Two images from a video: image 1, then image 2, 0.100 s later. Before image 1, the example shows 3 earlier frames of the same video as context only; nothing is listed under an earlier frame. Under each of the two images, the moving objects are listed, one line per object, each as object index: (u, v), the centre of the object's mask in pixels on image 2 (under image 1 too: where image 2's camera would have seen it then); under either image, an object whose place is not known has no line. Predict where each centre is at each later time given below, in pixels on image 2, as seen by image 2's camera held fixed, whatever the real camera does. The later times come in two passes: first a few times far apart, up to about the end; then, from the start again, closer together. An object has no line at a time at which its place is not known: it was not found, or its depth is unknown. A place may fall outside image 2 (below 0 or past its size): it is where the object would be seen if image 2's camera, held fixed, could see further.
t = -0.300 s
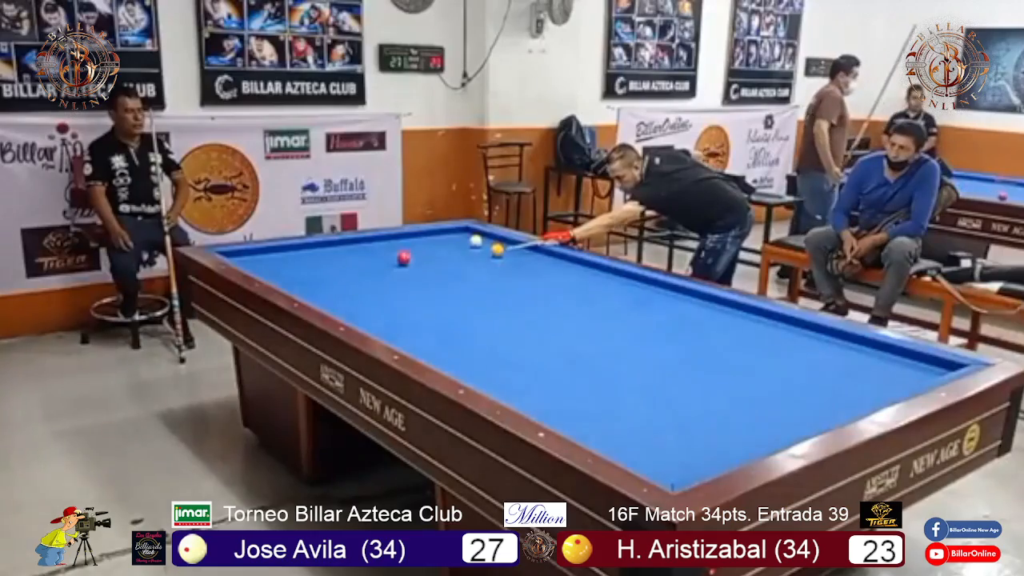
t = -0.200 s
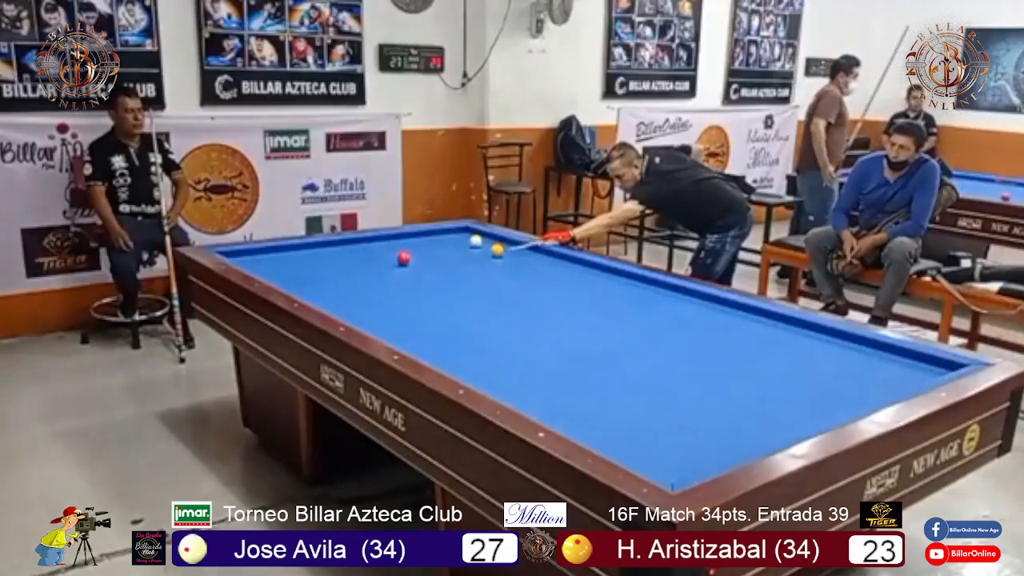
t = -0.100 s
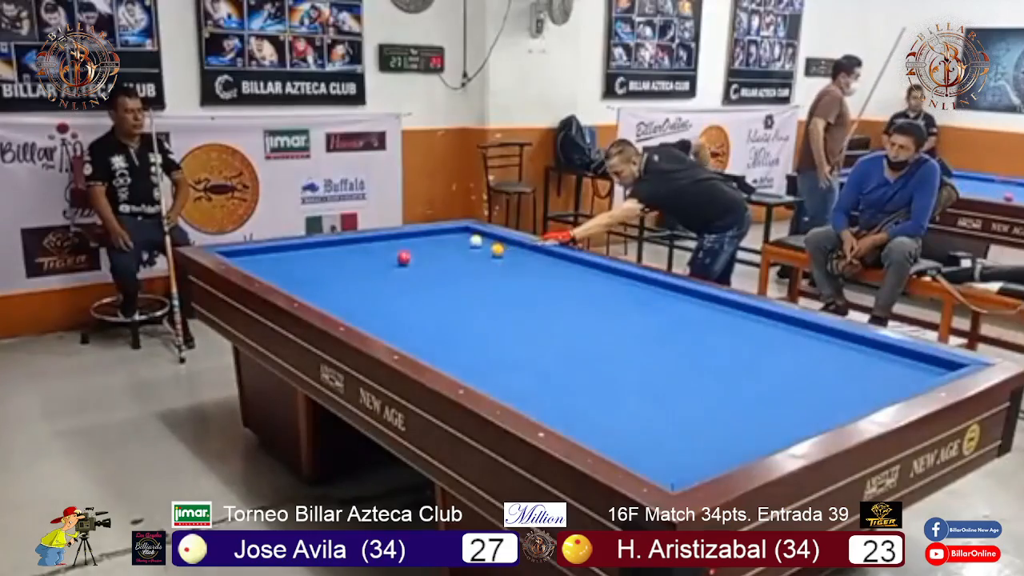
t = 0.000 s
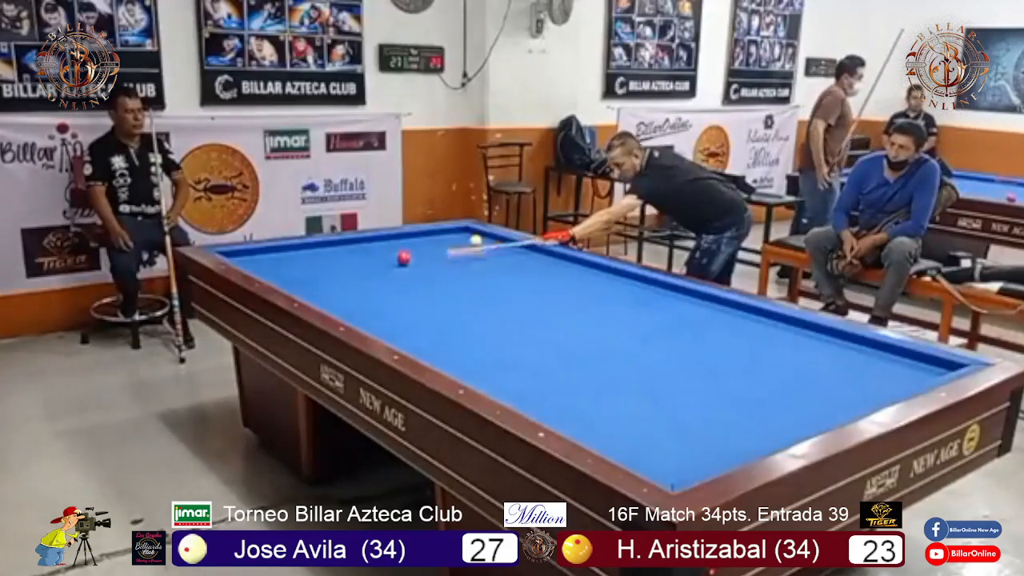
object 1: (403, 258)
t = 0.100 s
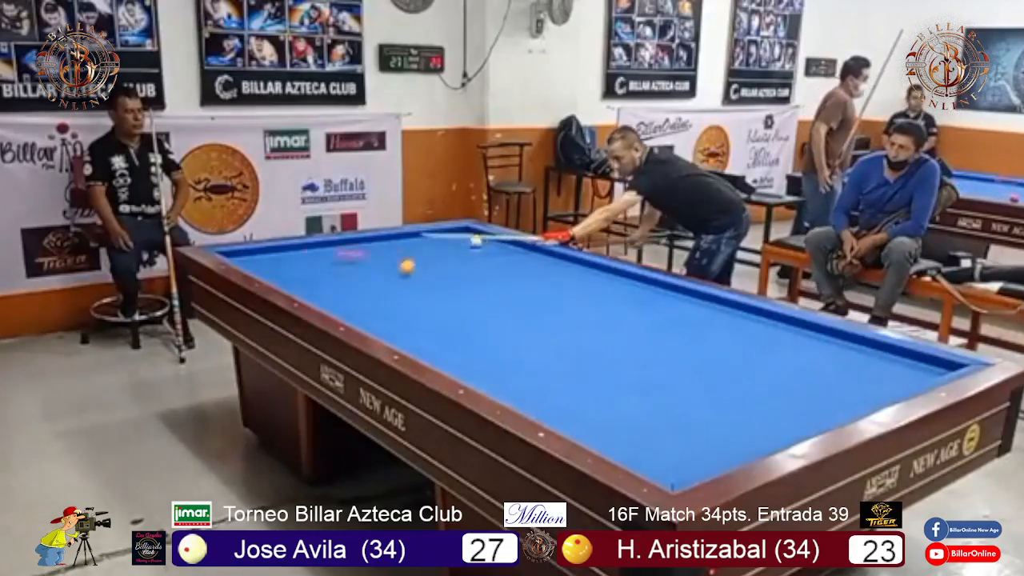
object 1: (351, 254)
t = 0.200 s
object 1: (259, 250)
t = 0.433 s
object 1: (318, 261)
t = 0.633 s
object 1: (403, 269)
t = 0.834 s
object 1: (485, 275)
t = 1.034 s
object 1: (570, 282)
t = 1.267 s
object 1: (672, 290)
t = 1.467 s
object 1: (707, 304)
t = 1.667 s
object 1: (727, 321)
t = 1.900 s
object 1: (755, 343)
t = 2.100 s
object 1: (783, 364)
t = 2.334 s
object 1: (822, 394)
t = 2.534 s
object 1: (822, 405)
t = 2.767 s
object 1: (776, 396)
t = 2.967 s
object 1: (740, 390)
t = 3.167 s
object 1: (705, 383)
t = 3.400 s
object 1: (673, 376)
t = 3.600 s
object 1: (642, 370)
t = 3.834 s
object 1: (608, 364)
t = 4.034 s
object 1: (581, 359)
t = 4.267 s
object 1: (551, 353)
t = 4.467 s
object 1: (526, 348)
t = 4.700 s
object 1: (499, 343)
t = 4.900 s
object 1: (477, 339)
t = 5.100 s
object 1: (456, 334)
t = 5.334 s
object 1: (433, 331)
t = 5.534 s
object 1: (414, 327)
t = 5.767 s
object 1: (393, 323)
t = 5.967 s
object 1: (378, 320)
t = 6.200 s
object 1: (359, 315)
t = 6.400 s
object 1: (345, 310)
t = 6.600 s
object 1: (342, 307)
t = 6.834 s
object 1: (338, 304)
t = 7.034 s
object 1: (336, 301)
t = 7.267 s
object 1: (333, 298)
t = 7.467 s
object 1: (331, 295)
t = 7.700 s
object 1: (329, 291)
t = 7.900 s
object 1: (327, 289)
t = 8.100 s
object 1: (326, 286)
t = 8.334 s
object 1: (323, 283)
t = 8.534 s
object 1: (323, 282)
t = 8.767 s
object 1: (321, 279)
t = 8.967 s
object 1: (320, 278)
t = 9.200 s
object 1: (318, 276)
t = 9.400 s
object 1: (317, 274)
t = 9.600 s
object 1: (316, 273)
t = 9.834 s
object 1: (315, 271)
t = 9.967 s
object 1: (314, 270)
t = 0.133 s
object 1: (320, 254)
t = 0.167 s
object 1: (290, 253)
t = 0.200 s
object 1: (259, 250)
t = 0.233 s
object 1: (233, 250)
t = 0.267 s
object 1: (232, 251)
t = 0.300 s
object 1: (251, 256)
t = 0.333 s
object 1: (269, 257)
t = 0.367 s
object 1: (285, 259)
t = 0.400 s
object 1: (302, 260)
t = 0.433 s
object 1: (318, 261)
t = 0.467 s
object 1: (333, 263)
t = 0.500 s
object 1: (347, 264)
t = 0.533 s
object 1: (362, 265)
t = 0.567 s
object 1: (376, 267)
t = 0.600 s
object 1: (389, 267)
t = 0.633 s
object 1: (403, 269)
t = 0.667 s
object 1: (416, 269)
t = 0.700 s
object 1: (429, 271)
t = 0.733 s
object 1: (443, 272)
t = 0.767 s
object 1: (457, 273)
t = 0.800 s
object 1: (471, 274)
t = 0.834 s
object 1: (485, 275)
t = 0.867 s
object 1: (498, 277)
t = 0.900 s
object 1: (513, 278)
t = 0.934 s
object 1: (527, 279)
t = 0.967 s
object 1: (542, 280)
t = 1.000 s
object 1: (557, 281)
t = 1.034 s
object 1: (570, 282)
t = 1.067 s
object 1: (584, 284)
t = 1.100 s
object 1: (599, 285)
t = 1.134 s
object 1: (614, 287)
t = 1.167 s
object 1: (628, 287)
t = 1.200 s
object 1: (642, 289)
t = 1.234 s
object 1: (656, 289)
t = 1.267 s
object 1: (672, 290)
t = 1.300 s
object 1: (687, 291)
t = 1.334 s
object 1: (700, 293)
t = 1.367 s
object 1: (702, 296)
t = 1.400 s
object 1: (703, 298)
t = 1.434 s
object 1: (705, 301)
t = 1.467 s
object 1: (707, 304)
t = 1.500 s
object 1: (709, 307)
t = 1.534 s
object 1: (712, 310)
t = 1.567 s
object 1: (716, 313)
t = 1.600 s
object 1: (719, 315)
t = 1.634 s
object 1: (723, 318)
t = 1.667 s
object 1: (727, 321)
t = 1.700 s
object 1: (730, 324)
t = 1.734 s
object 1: (734, 327)
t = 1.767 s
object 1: (738, 330)
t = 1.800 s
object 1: (741, 332)
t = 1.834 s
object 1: (746, 336)
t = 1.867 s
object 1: (750, 340)
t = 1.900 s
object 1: (755, 343)
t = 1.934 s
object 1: (759, 347)
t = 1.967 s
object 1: (764, 350)
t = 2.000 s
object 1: (769, 354)
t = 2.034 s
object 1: (774, 357)
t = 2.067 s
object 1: (778, 361)
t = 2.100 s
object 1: (783, 364)
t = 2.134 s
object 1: (789, 368)
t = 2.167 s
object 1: (794, 373)
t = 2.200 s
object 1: (799, 376)
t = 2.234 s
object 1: (805, 381)
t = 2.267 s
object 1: (810, 385)
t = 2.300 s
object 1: (816, 390)
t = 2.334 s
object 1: (822, 394)
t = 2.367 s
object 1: (827, 400)
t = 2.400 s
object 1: (834, 403)
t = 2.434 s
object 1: (841, 406)
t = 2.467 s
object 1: (839, 406)
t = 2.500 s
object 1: (830, 406)
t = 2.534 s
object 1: (822, 405)
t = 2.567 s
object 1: (814, 404)
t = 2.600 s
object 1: (808, 403)
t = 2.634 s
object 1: (801, 401)
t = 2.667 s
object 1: (795, 400)
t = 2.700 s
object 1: (788, 399)
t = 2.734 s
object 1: (782, 398)
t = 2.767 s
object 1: (776, 396)
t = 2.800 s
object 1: (770, 395)
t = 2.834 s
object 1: (763, 394)
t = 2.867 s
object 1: (758, 393)
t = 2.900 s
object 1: (752, 391)
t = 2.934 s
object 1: (746, 391)
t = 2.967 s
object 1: (740, 390)
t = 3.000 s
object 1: (734, 389)
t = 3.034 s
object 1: (728, 388)
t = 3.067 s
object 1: (722, 386)
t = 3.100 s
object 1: (717, 385)
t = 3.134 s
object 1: (711, 384)
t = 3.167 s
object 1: (705, 383)
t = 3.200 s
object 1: (700, 382)
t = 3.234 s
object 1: (694, 381)
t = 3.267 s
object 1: (689, 379)
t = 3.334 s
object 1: (678, 378)
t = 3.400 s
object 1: (673, 376)
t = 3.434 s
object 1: (668, 376)
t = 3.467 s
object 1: (663, 375)
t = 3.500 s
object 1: (657, 373)
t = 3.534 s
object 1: (652, 372)
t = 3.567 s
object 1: (647, 371)
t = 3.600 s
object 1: (642, 370)
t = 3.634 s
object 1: (637, 369)
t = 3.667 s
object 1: (633, 368)
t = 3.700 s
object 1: (628, 368)
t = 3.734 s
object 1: (623, 367)
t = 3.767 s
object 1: (618, 366)
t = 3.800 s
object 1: (613, 365)
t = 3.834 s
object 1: (608, 364)
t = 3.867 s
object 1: (604, 363)
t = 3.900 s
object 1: (599, 363)
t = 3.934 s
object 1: (595, 361)
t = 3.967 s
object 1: (590, 360)
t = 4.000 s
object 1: (586, 359)
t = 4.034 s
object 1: (581, 359)
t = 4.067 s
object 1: (577, 358)
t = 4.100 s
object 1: (572, 357)
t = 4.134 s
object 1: (568, 357)
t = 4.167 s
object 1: (564, 355)
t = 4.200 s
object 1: (559, 355)
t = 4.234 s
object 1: (555, 354)
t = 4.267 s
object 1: (551, 353)
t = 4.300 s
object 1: (547, 352)
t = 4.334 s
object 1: (543, 351)
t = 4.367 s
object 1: (539, 351)
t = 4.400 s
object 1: (535, 350)
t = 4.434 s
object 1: (531, 349)
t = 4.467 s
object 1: (526, 348)
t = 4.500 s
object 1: (522, 348)
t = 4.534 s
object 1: (519, 347)
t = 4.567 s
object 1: (515, 346)
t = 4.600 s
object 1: (511, 345)
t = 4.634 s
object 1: (507, 344)
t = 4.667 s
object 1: (503, 344)
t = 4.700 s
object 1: (499, 343)
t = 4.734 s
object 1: (495, 342)
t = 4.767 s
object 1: (492, 342)
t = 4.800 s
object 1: (488, 341)
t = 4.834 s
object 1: (485, 340)
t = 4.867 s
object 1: (481, 339)
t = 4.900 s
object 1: (477, 339)
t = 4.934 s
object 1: (474, 338)
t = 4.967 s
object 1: (470, 337)
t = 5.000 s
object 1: (467, 337)
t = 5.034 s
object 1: (463, 336)
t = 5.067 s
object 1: (460, 335)
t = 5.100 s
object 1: (456, 334)
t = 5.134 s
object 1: (453, 334)
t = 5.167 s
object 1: (450, 333)
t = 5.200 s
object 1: (446, 333)
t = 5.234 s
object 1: (443, 332)
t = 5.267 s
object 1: (439, 332)
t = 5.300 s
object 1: (436, 331)
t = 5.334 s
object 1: (433, 331)
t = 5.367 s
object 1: (430, 330)
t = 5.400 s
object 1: (426, 329)
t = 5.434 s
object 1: (423, 329)
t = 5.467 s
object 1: (420, 328)
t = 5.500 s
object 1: (417, 327)
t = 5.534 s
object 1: (414, 327)
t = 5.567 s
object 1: (411, 326)
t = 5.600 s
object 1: (407, 325)
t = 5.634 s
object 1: (404, 325)
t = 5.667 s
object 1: (401, 324)
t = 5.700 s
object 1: (399, 324)
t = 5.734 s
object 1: (395, 323)
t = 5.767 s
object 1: (393, 323)
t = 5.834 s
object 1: (389, 322)
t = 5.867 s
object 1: (387, 322)
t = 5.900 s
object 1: (383, 321)
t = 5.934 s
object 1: (381, 320)
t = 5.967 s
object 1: (378, 320)
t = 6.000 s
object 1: (375, 319)
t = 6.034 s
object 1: (373, 318)
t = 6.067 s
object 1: (370, 318)
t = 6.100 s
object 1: (367, 316)
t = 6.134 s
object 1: (364, 316)
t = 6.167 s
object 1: (362, 315)
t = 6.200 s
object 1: (359, 315)
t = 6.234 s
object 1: (357, 314)
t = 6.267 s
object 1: (354, 313)
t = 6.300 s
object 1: (351, 312)
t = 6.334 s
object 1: (349, 312)
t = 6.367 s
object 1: (347, 311)
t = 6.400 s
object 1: (345, 310)
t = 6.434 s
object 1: (344, 309)
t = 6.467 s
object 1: (344, 308)
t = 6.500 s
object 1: (343, 308)
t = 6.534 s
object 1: (343, 307)
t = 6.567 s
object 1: (342, 307)
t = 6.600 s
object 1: (342, 307)
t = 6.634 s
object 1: (341, 306)
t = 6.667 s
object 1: (341, 306)
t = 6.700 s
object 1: (340, 306)
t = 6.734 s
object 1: (340, 305)
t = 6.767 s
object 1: (339, 305)
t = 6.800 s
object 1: (339, 304)
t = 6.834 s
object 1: (338, 304)
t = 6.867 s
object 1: (338, 304)
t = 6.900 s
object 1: (338, 303)
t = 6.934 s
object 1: (337, 303)
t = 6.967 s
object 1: (337, 302)
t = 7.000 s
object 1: (336, 301)
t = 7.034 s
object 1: (336, 301)
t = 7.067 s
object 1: (336, 300)
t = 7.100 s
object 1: (335, 300)
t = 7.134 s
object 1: (335, 299)
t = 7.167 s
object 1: (334, 299)
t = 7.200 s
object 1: (334, 299)
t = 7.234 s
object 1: (333, 298)
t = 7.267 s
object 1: (333, 298)
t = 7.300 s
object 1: (332, 297)
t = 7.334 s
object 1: (332, 297)
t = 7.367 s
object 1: (332, 296)
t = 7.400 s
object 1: (331, 296)
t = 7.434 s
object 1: (331, 295)
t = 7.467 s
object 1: (331, 295)
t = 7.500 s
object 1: (331, 294)
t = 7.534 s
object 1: (330, 294)
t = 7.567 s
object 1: (330, 293)
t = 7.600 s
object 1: (330, 292)
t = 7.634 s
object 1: (330, 292)
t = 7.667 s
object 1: (329, 291)
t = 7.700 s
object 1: (329, 291)
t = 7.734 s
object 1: (329, 291)
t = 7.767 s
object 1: (328, 290)
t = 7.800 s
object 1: (328, 290)
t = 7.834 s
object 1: (328, 289)
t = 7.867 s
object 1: (327, 289)
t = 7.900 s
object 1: (327, 289)
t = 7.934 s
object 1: (327, 288)
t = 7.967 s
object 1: (327, 288)
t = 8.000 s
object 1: (327, 287)
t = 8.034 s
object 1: (326, 287)
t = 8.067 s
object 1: (326, 287)
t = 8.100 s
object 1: (326, 286)
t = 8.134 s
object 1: (325, 286)
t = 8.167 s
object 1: (325, 286)
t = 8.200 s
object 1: (325, 285)
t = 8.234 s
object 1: (324, 285)
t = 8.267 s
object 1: (324, 284)
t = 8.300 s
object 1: (324, 284)
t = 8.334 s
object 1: (323, 283)
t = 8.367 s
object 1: (323, 283)
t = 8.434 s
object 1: (323, 282)
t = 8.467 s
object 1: (323, 282)
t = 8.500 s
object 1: (323, 282)
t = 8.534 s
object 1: (323, 282)
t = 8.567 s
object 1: (322, 282)
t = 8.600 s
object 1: (322, 281)
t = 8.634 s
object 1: (322, 281)
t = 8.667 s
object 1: (322, 280)
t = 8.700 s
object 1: (321, 280)
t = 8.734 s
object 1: (321, 280)
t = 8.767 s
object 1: (321, 279)
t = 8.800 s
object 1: (321, 279)
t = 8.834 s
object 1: (321, 279)
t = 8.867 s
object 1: (321, 278)
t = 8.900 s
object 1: (320, 278)
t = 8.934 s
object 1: (320, 278)
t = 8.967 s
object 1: (320, 278)
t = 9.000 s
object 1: (319, 277)
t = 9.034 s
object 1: (319, 277)
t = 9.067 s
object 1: (319, 276)
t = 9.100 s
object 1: (319, 276)
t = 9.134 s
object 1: (319, 276)
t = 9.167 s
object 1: (318, 276)
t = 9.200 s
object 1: (318, 276)
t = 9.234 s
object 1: (318, 275)
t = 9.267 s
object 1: (318, 275)
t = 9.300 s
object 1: (318, 275)
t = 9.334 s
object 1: (318, 275)
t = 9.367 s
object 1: (318, 275)
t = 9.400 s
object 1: (317, 274)
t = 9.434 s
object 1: (317, 274)
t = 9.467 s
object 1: (317, 274)
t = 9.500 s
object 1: (317, 274)
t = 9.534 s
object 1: (317, 273)
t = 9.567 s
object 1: (316, 273)
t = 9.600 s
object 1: (316, 273)
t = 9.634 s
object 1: (316, 273)
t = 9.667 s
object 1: (316, 272)
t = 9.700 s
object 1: (316, 272)
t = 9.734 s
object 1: (315, 272)
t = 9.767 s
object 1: (315, 272)
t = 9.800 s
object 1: (315, 272)
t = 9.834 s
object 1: (315, 271)
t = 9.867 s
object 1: (315, 271)
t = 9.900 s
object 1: (314, 271)
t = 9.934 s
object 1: (314, 271)
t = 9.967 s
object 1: (314, 270)
